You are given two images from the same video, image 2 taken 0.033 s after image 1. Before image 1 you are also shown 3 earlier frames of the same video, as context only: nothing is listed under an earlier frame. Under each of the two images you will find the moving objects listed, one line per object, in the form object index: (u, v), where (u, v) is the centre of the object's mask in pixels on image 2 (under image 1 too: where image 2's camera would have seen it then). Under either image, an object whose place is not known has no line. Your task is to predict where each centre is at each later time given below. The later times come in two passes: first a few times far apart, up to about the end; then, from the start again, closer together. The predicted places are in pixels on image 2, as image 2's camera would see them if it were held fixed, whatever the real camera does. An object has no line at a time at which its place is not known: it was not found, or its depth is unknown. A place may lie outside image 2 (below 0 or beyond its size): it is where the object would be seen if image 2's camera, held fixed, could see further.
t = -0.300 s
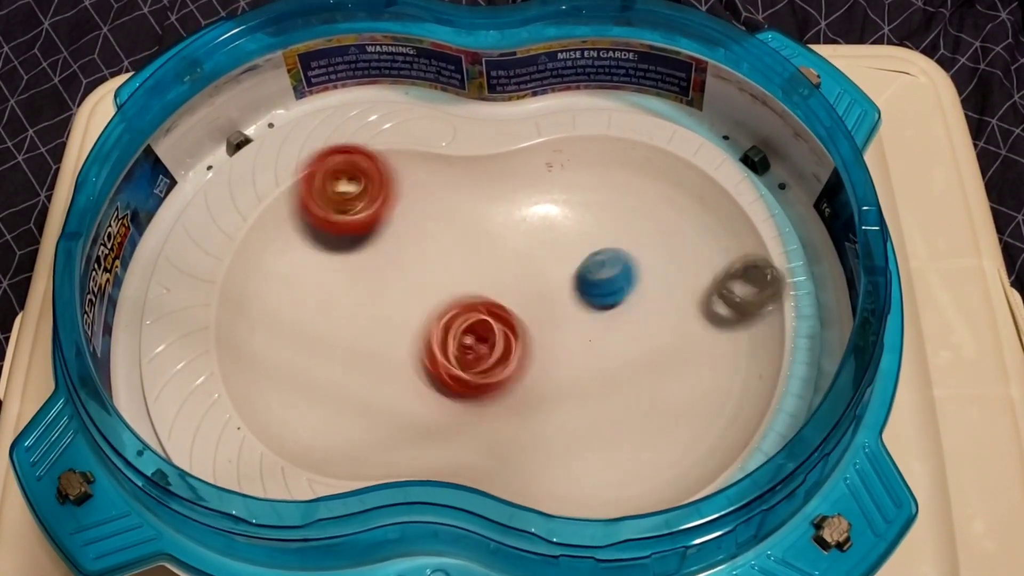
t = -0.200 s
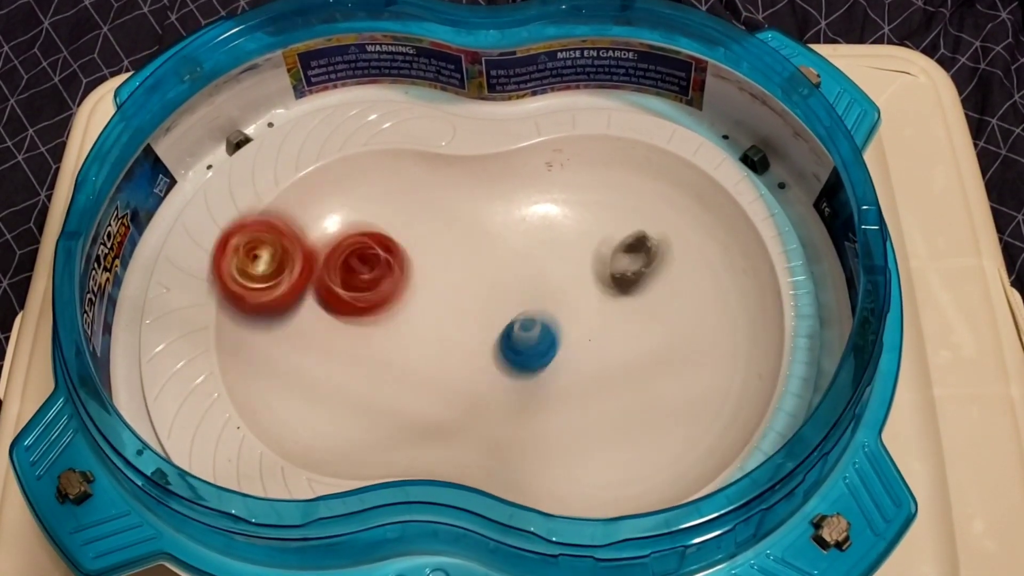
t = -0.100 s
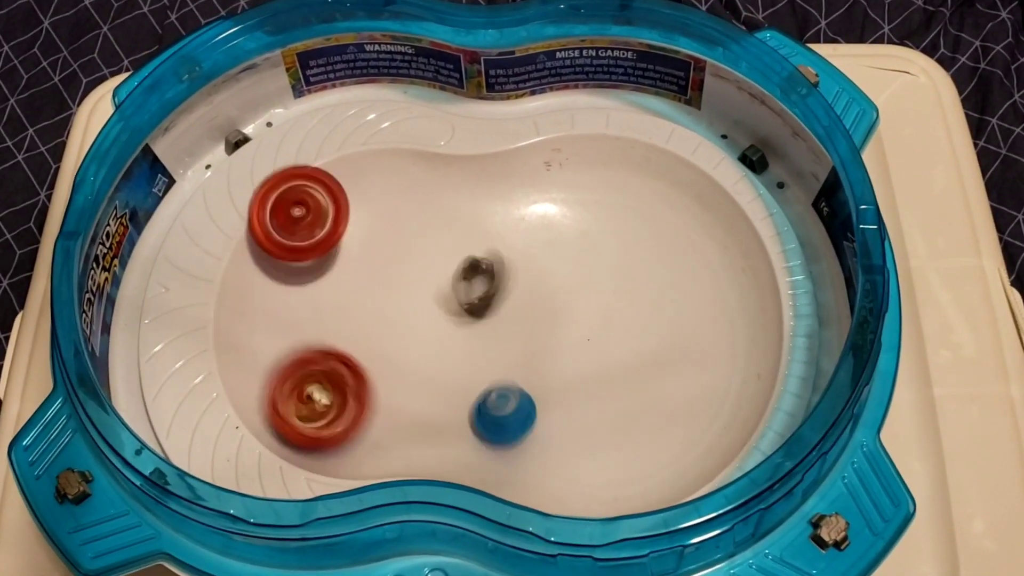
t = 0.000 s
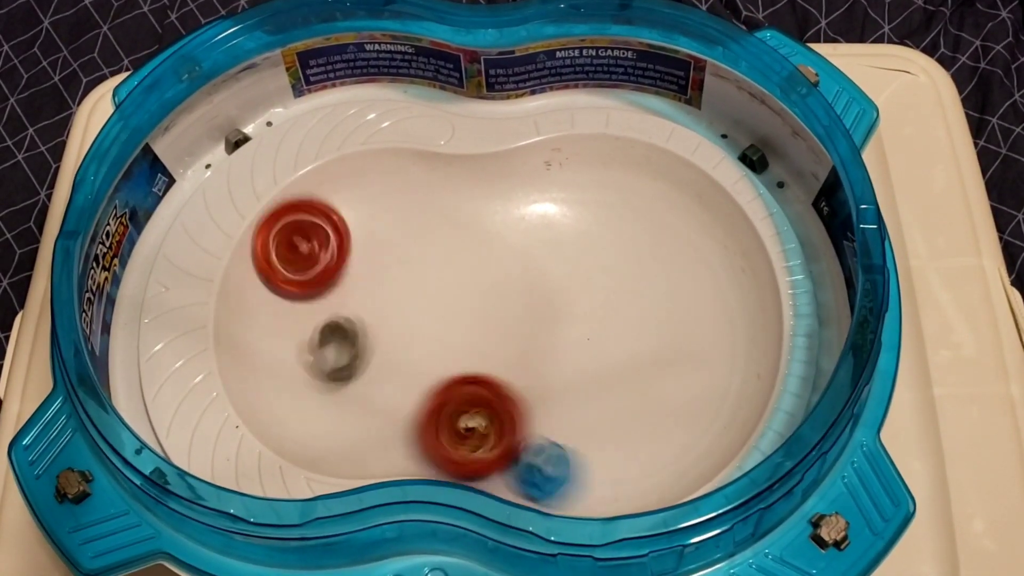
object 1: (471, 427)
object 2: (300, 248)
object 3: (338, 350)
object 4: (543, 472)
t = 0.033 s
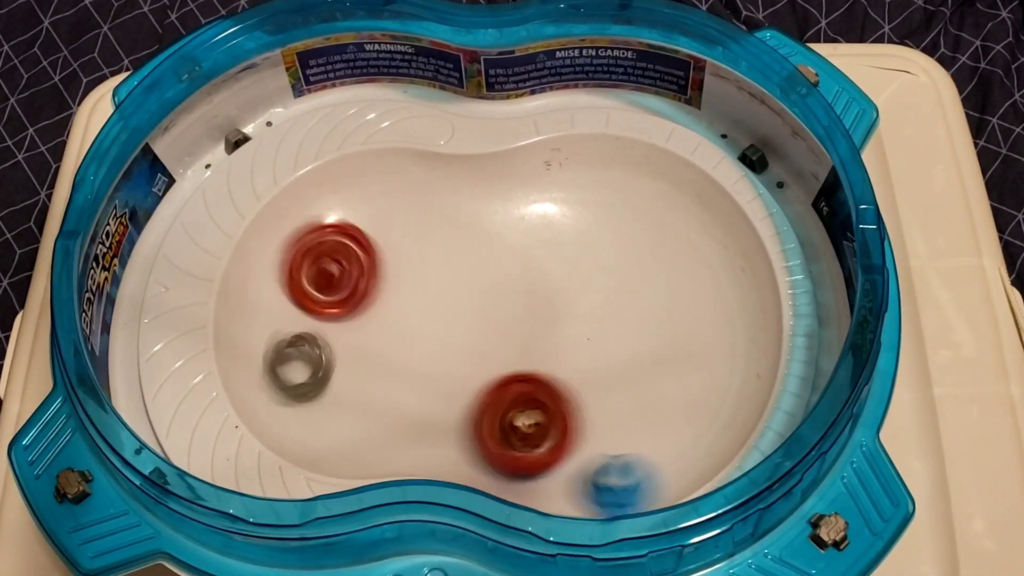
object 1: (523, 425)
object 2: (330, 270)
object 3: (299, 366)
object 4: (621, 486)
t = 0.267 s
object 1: (703, 208)
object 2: (656, 349)
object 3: (230, 450)
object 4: (803, 216)
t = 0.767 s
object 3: (488, 141)
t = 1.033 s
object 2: (307, 273)
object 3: (488, 141)
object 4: (325, 186)
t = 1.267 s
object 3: (484, 140)
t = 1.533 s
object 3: (451, 111)
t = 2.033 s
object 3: (452, 111)
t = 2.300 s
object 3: (452, 111)
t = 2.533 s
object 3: (451, 111)
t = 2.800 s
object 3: (452, 112)
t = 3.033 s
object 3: (451, 112)
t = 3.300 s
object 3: (451, 112)
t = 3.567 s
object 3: (452, 112)
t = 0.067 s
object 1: (577, 420)
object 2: (368, 290)
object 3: (269, 375)
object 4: (686, 464)
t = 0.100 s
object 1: (629, 408)
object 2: (411, 307)
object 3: (241, 387)
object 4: (738, 416)
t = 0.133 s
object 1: (672, 383)
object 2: (457, 323)
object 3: (218, 409)
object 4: (772, 363)
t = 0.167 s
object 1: (705, 348)
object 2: (506, 337)
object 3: (200, 432)
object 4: (795, 313)
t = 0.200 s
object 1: (728, 304)
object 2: (554, 351)
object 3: (191, 440)
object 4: (811, 268)
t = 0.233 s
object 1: (733, 256)
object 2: (607, 358)
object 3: (191, 455)
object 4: (811, 231)
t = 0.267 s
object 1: (703, 208)
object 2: (656, 349)
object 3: (230, 450)
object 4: (803, 216)
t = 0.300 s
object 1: (642, 168)
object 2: (695, 340)
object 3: (283, 425)
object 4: (819, 252)
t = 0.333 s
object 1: (584, 149)
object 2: (733, 334)
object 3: (339, 411)
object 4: (826, 305)
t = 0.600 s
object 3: (503, 160)
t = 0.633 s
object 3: (502, 137)
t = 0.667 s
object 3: (497, 134)
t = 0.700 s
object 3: (494, 145)
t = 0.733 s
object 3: (490, 142)
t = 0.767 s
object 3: (488, 141)
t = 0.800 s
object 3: (487, 140)
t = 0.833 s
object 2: (479, 345)
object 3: (487, 141)
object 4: (342, 294)
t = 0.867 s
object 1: (558, 444)
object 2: (438, 325)
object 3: (487, 141)
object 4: (334, 266)
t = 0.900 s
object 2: (402, 306)
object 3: (488, 141)
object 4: (327, 242)
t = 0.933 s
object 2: (369, 289)
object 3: (488, 141)
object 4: (325, 225)
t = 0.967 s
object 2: (342, 275)
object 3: (488, 141)
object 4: (321, 205)
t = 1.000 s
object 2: (320, 272)
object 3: (488, 141)
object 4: (320, 190)
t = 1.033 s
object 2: (307, 273)
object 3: (488, 141)
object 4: (325, 186)
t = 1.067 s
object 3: (488, 141)
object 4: (336, 192)
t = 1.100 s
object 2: (301, 286)
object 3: (488, 142)
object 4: (352, 206)
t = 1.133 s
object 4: (370, 221)
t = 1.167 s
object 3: (488, 142)
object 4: (388, 238)
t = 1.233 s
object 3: (488, 142)
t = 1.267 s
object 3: (484, 140)
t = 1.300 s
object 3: (475, 129)
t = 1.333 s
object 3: (464, 120)
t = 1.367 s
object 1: (476, 220)
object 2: (317, 304)
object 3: (457, 113)
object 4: (478, 330)
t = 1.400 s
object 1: (458, 239)
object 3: (453, 110)
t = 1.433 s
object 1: (444, 256)
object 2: (317, 304)
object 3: (451, 111)
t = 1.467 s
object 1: (437, 272)
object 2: (317, 304)
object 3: (452, 111)
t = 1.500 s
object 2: (317, 304)
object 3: (451, 111)
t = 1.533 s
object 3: (451, 111)
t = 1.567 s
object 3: (451, 111)
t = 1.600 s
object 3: (451, 111)
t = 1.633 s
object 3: (452, 111)
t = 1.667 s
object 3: (452, 111)
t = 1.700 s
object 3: (451, 111)
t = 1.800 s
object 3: (451, 111)
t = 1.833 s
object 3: (452, 111)
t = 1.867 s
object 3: (452, 111)
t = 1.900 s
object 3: (452, 111)
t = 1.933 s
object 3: (452, 111)
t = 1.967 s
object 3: (452, 111)
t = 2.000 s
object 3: (452, 111)
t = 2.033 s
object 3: (452, 111)
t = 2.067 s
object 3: (452, 111)
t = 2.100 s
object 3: (452, 111)
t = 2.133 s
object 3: (452, 111)
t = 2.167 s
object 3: (451, 111)
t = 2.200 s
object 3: (452, 111)
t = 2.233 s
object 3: (451, 111)
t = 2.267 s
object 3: (452, 111)
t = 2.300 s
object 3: (452, 111)
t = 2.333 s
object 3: (452, 111)
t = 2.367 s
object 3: (451, 111)
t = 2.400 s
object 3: (452, 111)
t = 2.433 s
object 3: (452, 111)
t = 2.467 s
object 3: (452, 111)
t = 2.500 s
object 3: (452, 111)
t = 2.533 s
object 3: (451, 111)
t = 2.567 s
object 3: (452, 111)
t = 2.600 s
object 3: (452, 111)
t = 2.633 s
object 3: (452, 111)
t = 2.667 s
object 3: (452, 111)
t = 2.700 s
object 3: (452, 111)
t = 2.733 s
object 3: (452, 111)
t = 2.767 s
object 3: (451, 111)
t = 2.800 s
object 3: (452, 112)
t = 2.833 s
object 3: (452, 112)
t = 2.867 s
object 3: (452, 112)
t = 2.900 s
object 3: (451, 112)
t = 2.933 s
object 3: (451, 112)
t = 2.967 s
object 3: (451, 112)
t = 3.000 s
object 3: (451, 112)
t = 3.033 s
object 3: (451, 112)
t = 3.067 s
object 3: (452, 112)
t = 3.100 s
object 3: (451, 112)
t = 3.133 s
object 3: (451, 112)
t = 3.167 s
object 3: (451, 112)
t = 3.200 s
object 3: (451, 112)
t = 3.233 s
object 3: (451, 112)
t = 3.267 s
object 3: (451, 112)
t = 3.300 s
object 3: (451, 112)
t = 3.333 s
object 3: (451, 112)
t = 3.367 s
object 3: (451, 112)
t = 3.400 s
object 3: (451, 112)
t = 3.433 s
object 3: (452, 112)
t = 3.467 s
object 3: (451, 112)
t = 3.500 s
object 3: (452, 112)
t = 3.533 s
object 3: (452, 112)
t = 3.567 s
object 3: (452, 112)
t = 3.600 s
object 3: (452, 112)
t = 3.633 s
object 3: (451, 112)
